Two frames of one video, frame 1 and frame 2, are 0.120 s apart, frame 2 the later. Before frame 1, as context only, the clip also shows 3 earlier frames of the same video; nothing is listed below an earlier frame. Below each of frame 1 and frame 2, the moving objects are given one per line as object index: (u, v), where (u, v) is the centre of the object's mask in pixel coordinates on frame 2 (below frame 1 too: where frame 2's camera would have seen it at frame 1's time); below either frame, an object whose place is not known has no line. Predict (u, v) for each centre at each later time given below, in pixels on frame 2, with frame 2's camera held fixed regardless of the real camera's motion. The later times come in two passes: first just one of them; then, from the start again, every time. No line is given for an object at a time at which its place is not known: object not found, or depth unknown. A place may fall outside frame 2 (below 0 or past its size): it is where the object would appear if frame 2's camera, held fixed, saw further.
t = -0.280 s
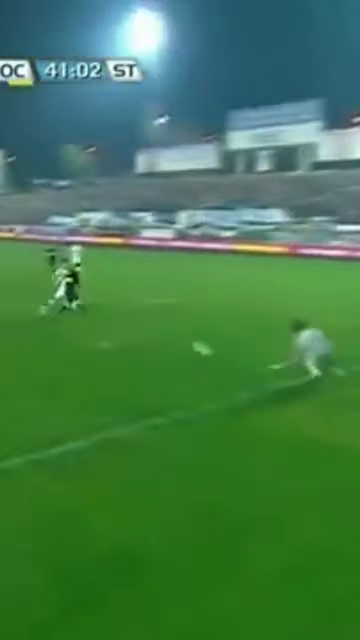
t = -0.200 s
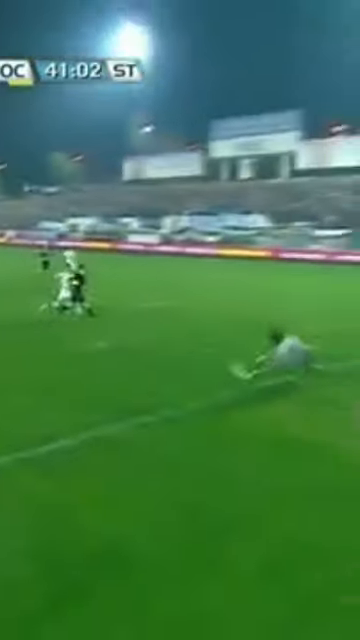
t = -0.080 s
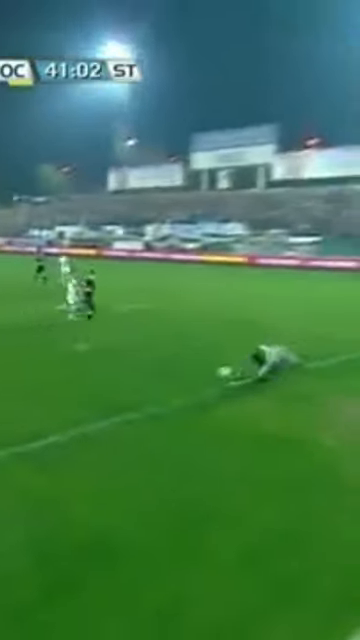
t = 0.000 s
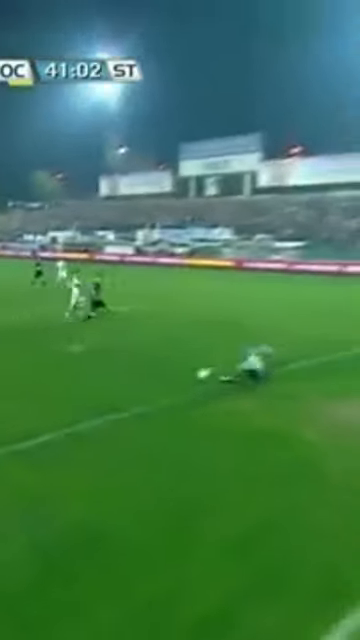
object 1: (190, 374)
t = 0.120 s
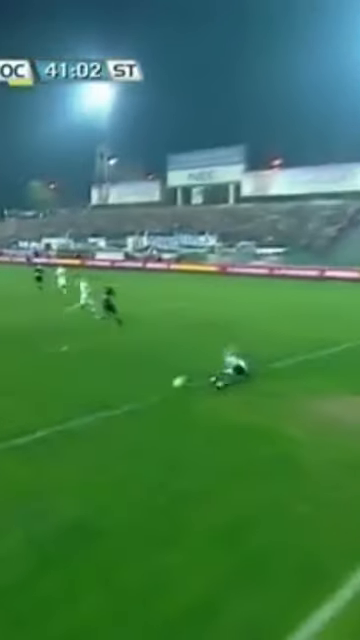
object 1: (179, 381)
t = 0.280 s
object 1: (161, 391)
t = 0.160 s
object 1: (174, 385)
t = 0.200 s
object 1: (169, 391)
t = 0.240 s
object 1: (165, 392)
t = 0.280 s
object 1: (161, 391)
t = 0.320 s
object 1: (157, 390)
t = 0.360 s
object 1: (152, 390)
